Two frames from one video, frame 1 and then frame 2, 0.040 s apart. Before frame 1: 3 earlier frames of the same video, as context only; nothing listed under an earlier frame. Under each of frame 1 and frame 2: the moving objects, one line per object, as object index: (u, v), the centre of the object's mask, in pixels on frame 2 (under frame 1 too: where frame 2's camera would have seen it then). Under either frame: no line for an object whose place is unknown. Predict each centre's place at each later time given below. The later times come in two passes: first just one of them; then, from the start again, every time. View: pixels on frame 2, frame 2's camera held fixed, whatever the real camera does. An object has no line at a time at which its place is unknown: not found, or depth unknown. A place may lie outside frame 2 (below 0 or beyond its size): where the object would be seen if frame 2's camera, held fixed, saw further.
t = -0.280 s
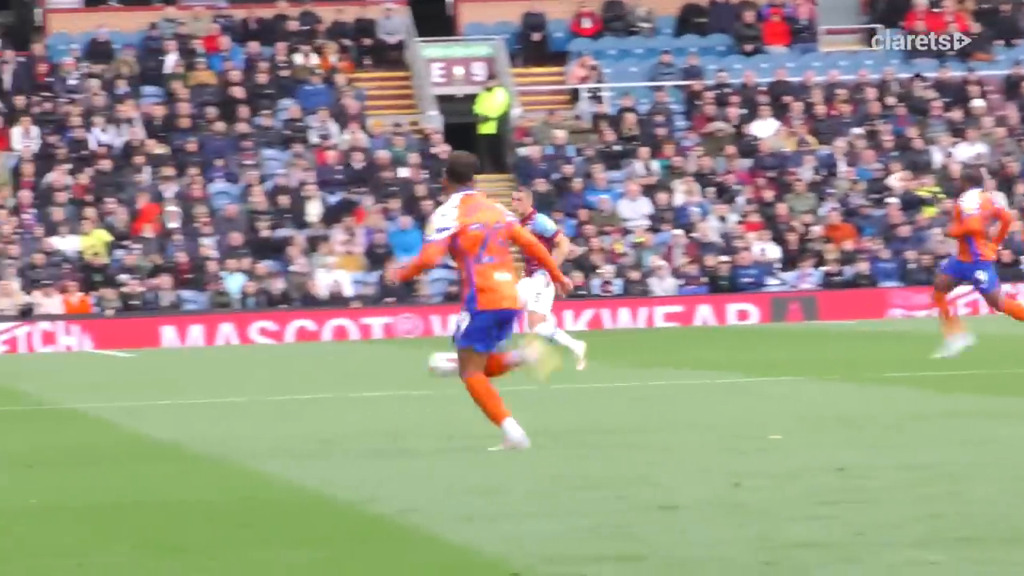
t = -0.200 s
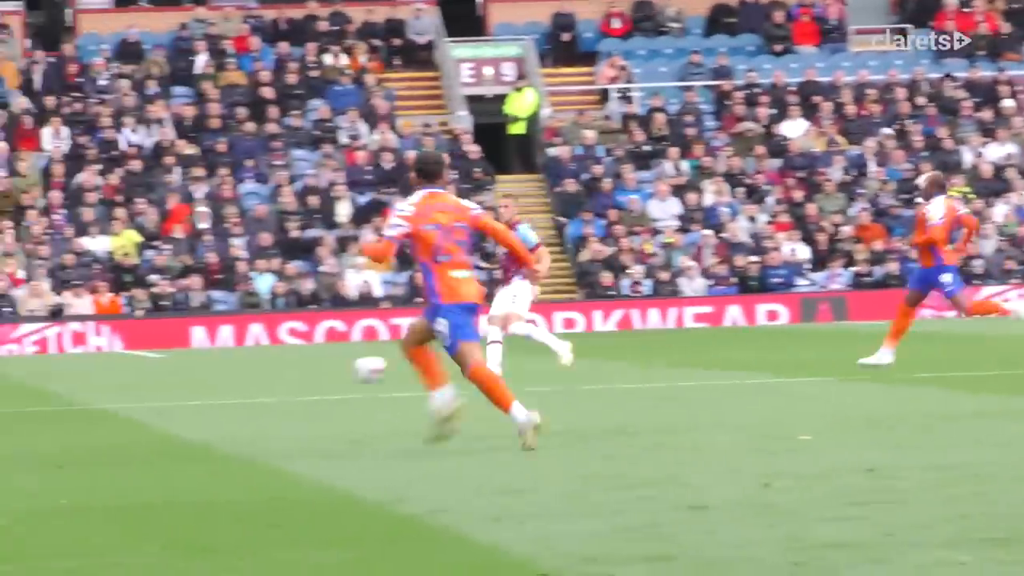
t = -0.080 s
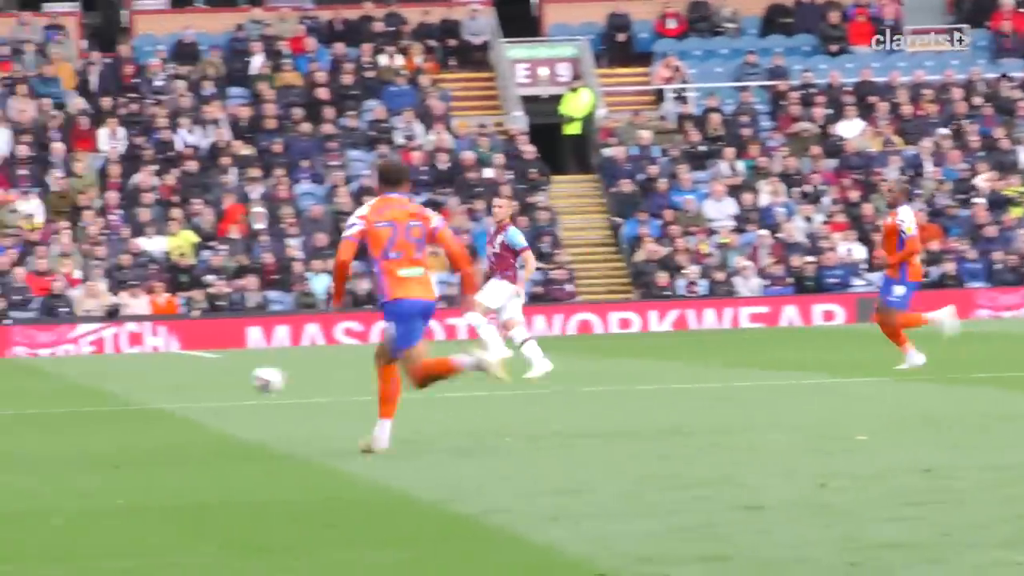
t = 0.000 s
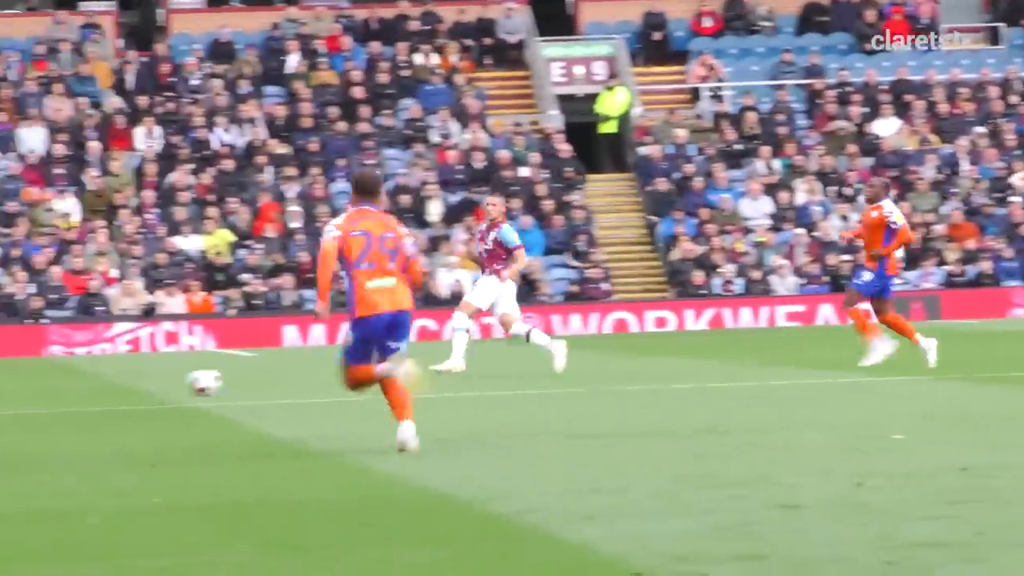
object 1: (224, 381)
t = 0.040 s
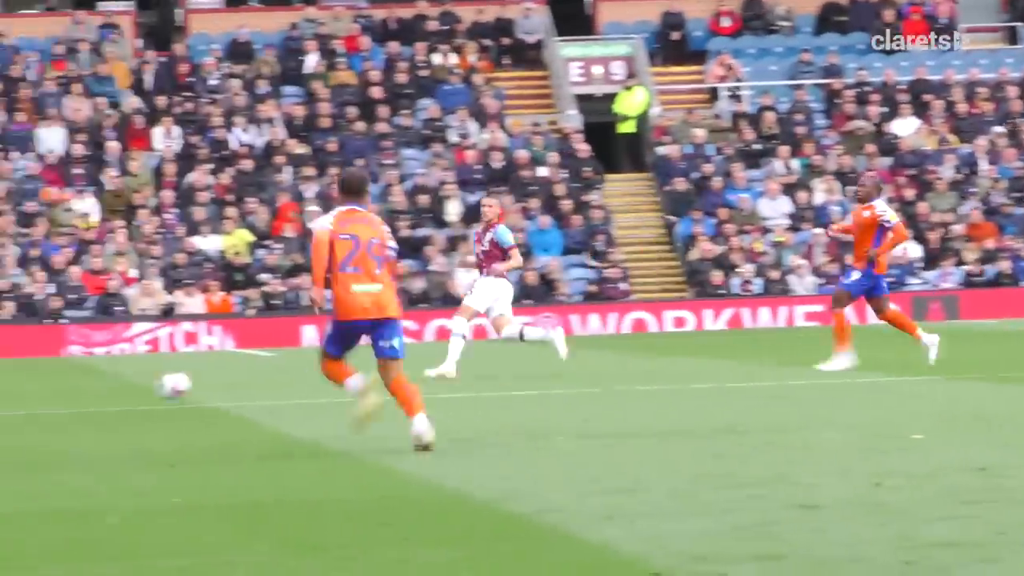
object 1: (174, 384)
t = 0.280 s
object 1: (-118, 406)
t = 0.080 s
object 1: (122, 389)
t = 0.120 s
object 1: (74, 392)
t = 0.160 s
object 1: (25, 395)
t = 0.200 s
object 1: (-21, 398)
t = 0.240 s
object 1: (-69, 402)
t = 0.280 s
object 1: (-118, 406)
